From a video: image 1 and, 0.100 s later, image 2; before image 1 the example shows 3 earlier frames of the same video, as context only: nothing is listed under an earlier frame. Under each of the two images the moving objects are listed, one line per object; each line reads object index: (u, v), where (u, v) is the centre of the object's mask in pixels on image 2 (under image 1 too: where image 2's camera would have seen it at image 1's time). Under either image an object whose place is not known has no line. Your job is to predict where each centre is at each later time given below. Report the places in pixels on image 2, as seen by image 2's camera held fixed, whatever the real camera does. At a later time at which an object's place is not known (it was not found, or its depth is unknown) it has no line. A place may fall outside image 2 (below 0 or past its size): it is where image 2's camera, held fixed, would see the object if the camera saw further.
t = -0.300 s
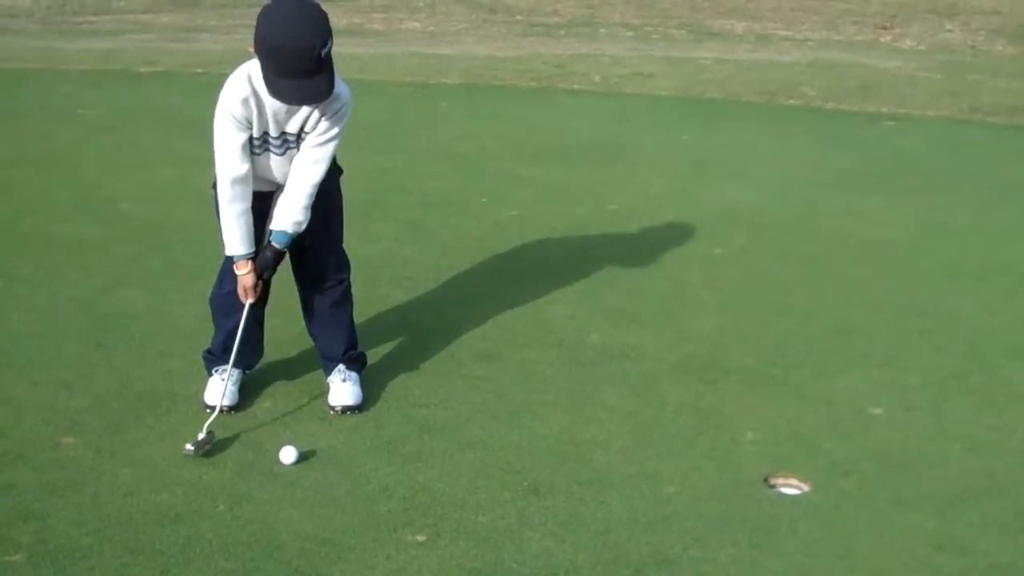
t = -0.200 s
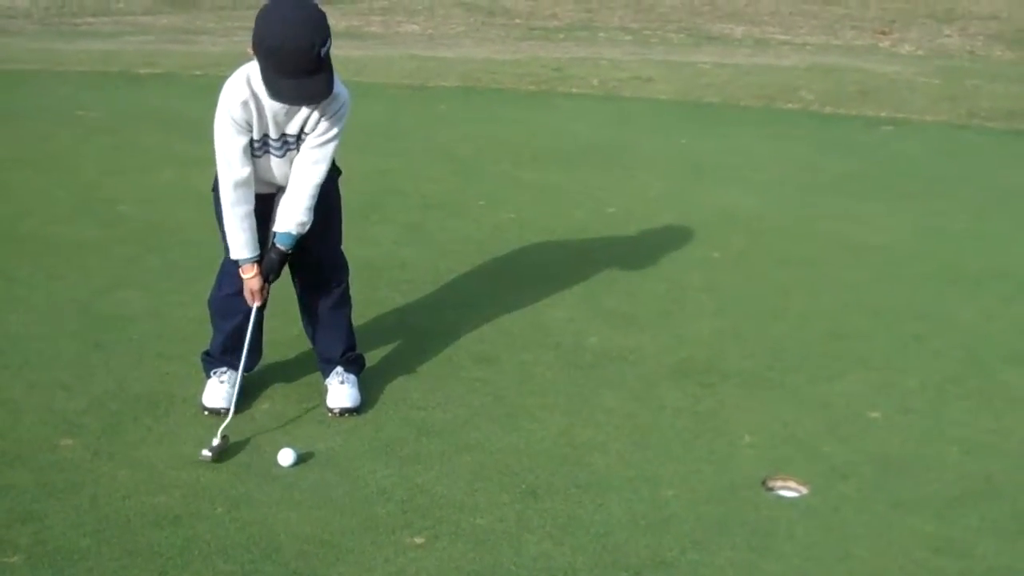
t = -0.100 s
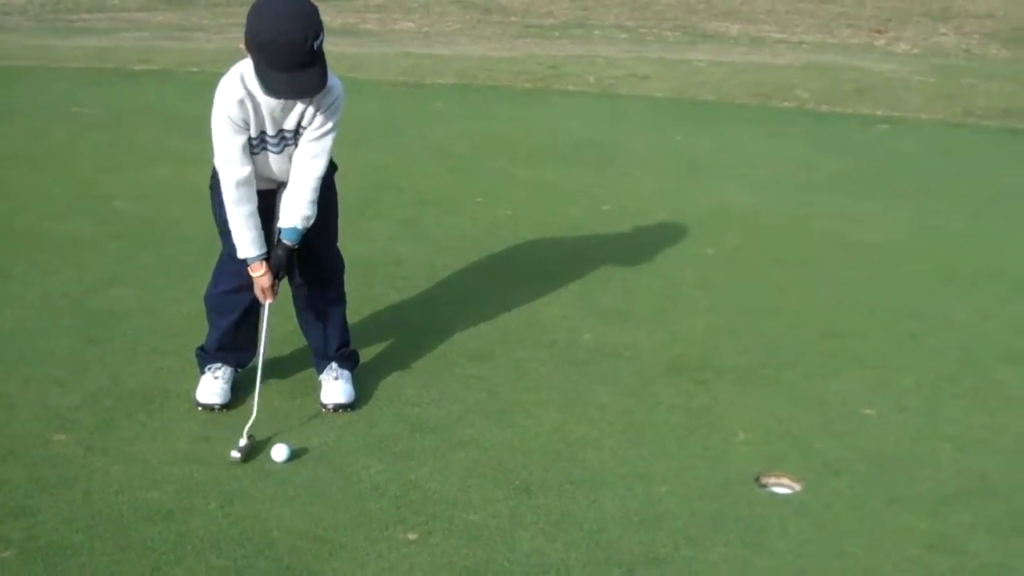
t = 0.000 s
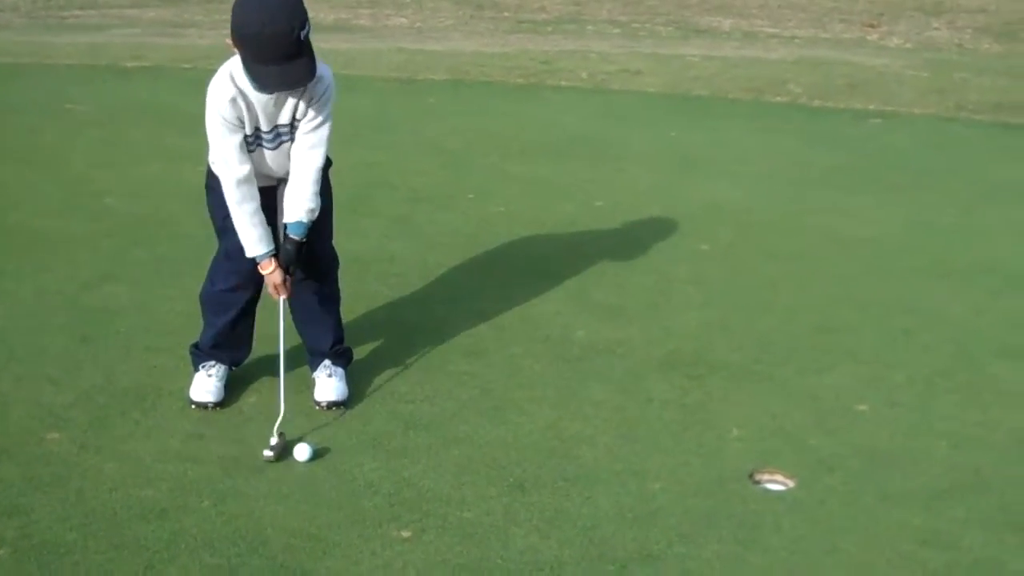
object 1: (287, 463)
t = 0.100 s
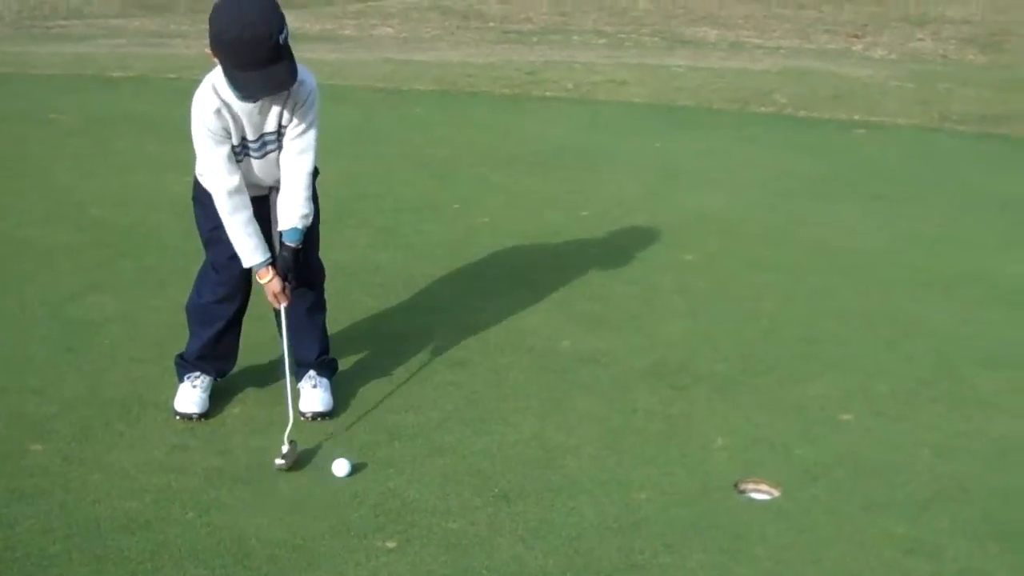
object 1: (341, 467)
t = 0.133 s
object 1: (357, 469)
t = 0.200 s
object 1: (389, 470)
